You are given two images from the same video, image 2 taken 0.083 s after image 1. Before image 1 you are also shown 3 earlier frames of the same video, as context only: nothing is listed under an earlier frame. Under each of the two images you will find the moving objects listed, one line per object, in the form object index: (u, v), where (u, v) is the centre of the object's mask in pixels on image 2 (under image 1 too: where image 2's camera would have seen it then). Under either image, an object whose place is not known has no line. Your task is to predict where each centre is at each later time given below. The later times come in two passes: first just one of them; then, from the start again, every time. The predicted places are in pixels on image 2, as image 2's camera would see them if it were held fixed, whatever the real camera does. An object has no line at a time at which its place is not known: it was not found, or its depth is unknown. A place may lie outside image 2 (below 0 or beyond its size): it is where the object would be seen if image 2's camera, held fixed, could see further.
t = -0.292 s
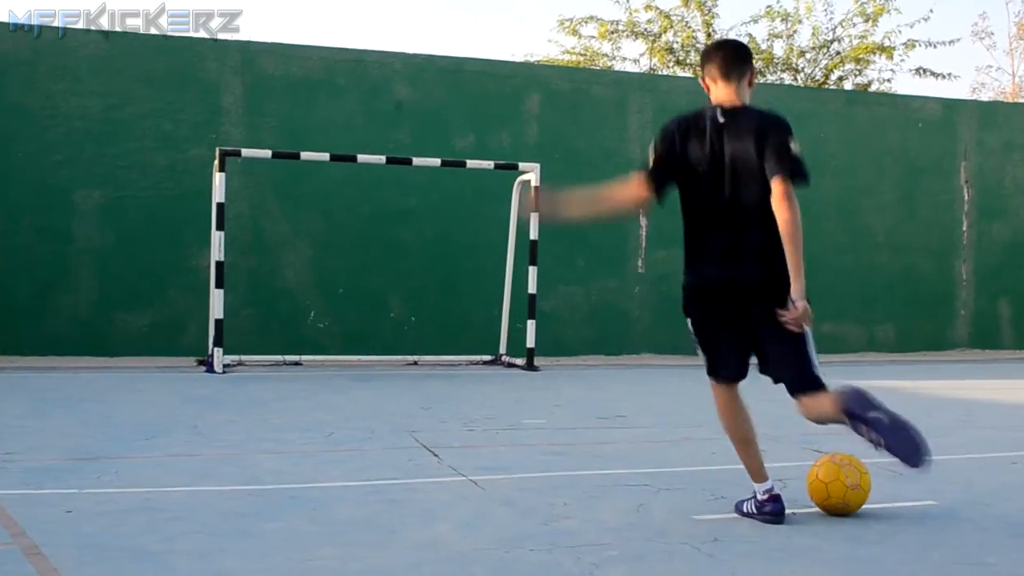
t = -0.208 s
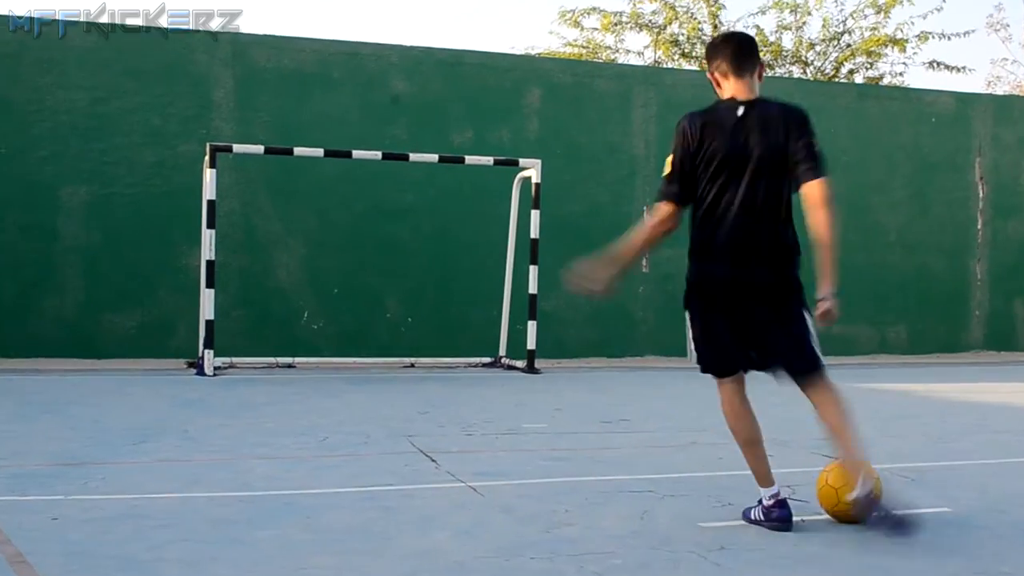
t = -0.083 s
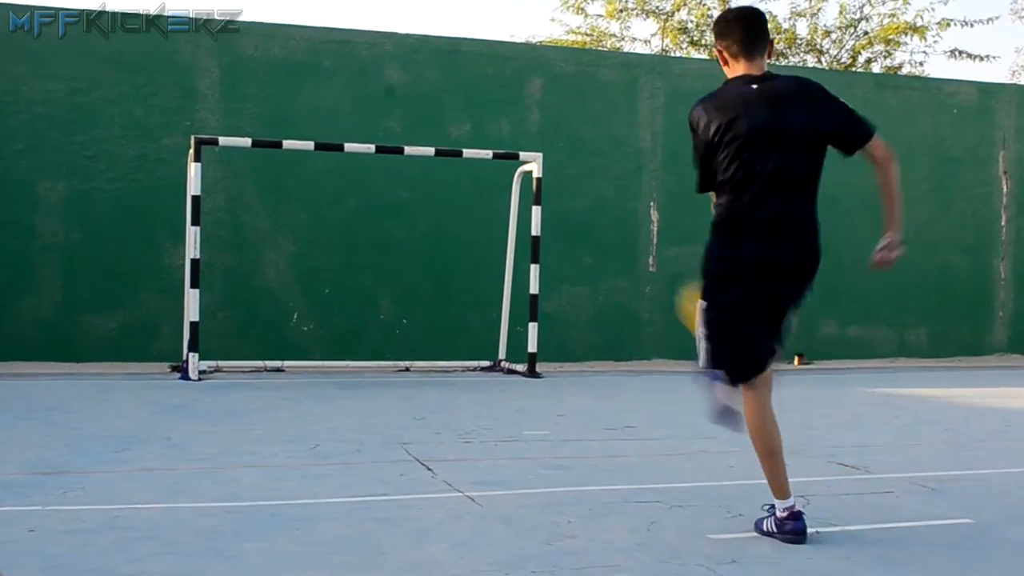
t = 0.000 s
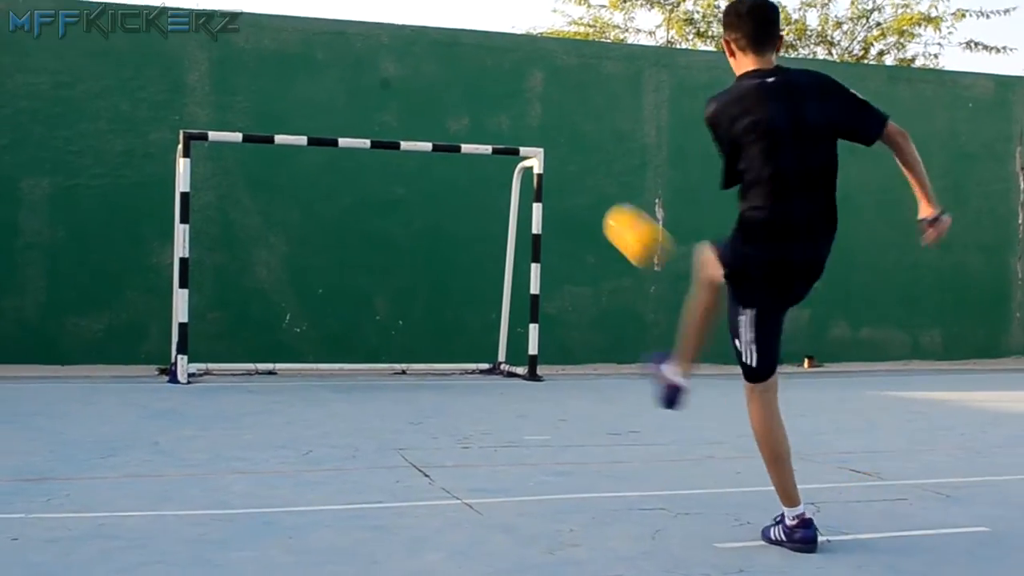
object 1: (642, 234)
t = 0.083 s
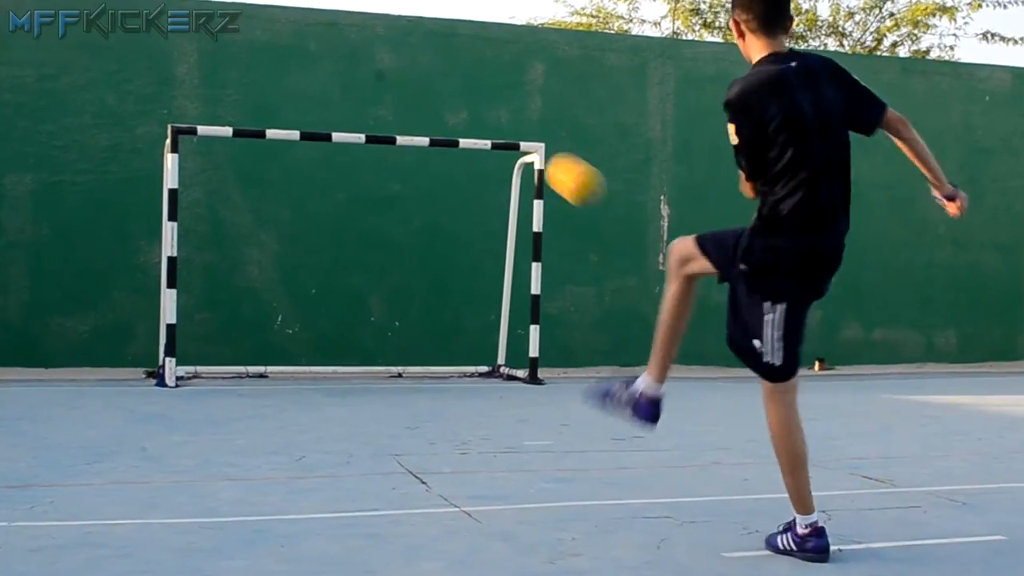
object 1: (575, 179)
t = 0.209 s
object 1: (498, 138)
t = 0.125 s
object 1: (548, 162)
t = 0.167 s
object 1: (516, 145)
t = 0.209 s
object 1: (498, 138)
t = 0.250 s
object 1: (477, 132)
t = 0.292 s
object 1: (459, 130)
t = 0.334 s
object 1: (442, 129)
